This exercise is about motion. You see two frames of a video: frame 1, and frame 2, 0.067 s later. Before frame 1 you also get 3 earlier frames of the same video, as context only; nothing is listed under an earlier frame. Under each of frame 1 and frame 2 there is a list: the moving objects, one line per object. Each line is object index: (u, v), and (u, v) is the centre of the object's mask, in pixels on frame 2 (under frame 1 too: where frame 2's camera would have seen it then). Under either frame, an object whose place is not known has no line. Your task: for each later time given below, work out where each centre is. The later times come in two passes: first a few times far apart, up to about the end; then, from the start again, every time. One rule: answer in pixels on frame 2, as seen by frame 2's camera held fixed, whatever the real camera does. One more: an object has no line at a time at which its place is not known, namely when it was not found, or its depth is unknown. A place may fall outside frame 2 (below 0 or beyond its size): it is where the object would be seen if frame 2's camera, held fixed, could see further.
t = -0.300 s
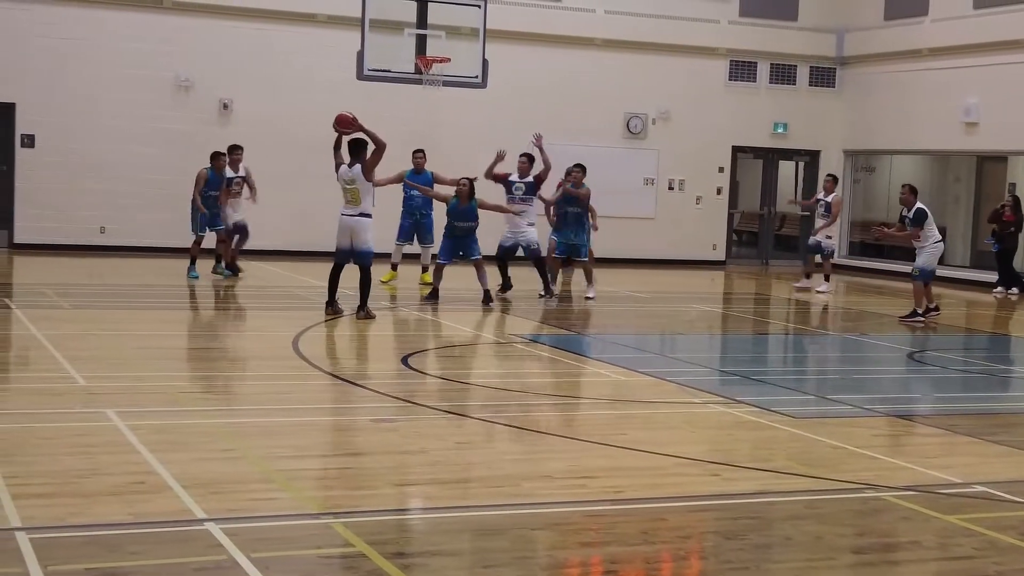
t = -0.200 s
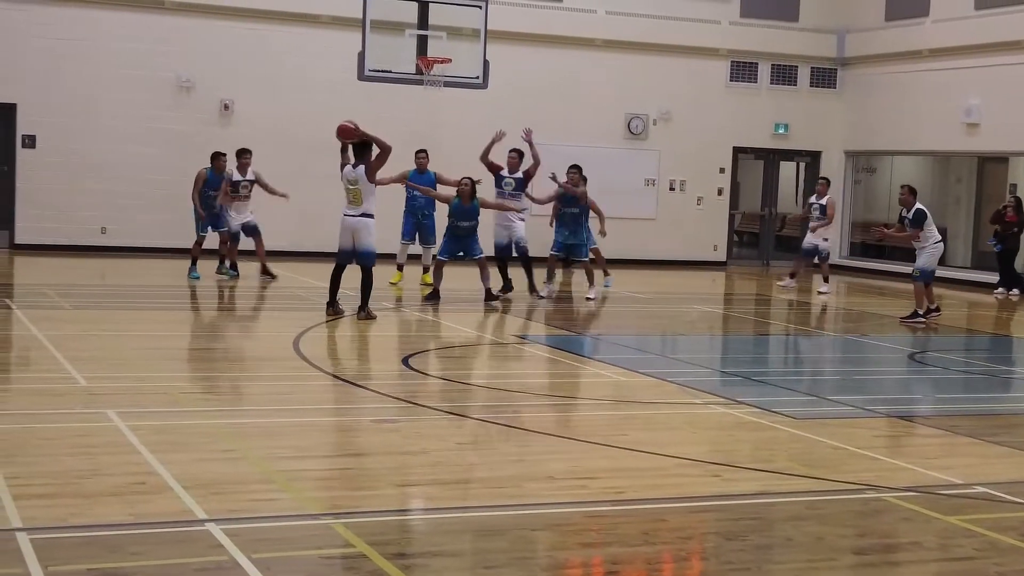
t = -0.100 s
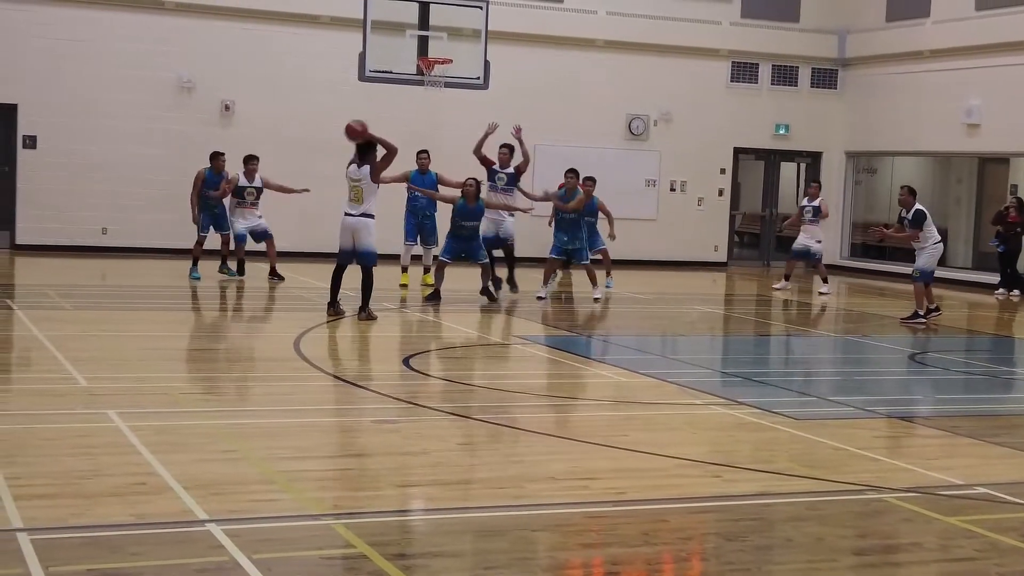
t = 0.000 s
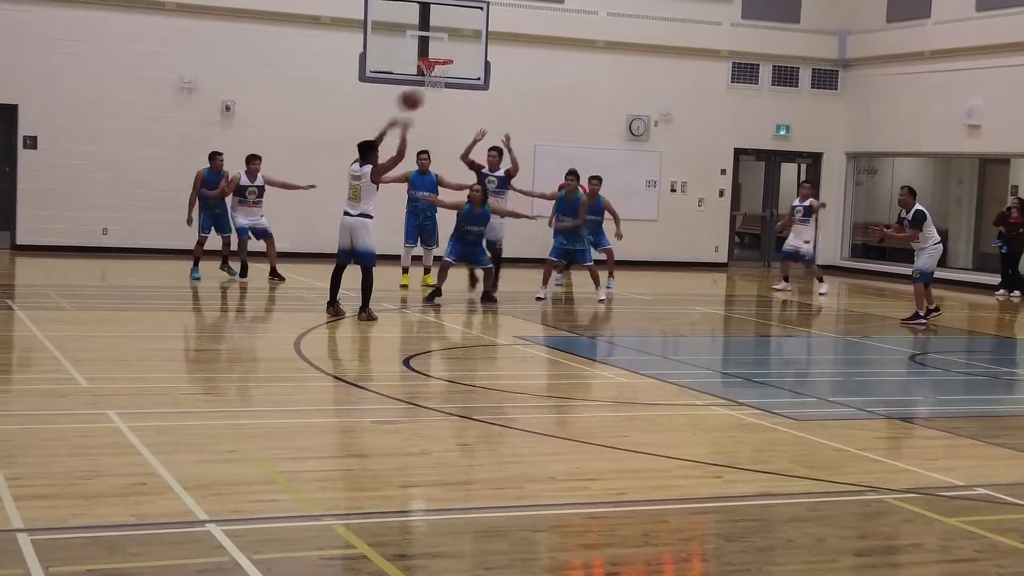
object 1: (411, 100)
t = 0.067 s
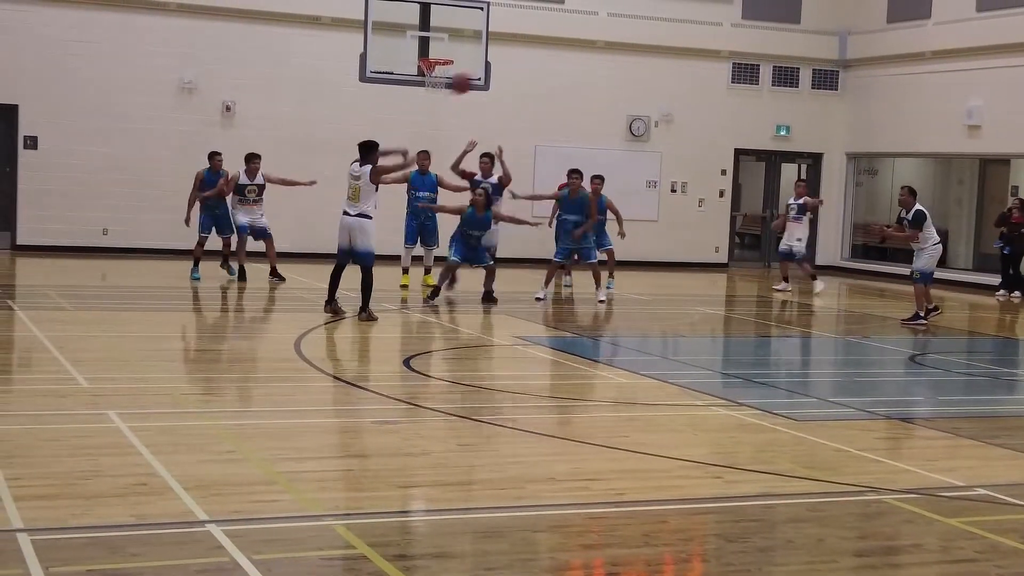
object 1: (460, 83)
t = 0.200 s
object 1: (553, 65)
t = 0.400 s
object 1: (678, 65)
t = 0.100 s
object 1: (485, 76)
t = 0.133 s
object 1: (507, 72)
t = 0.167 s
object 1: (530, 68)
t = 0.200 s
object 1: (553, 65)
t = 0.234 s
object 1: (575, 62)
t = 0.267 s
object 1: (596, 61)
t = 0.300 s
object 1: (617, 61)
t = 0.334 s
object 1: (638, 62)
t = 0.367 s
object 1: (658, 63)
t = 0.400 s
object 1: (678, 65)
